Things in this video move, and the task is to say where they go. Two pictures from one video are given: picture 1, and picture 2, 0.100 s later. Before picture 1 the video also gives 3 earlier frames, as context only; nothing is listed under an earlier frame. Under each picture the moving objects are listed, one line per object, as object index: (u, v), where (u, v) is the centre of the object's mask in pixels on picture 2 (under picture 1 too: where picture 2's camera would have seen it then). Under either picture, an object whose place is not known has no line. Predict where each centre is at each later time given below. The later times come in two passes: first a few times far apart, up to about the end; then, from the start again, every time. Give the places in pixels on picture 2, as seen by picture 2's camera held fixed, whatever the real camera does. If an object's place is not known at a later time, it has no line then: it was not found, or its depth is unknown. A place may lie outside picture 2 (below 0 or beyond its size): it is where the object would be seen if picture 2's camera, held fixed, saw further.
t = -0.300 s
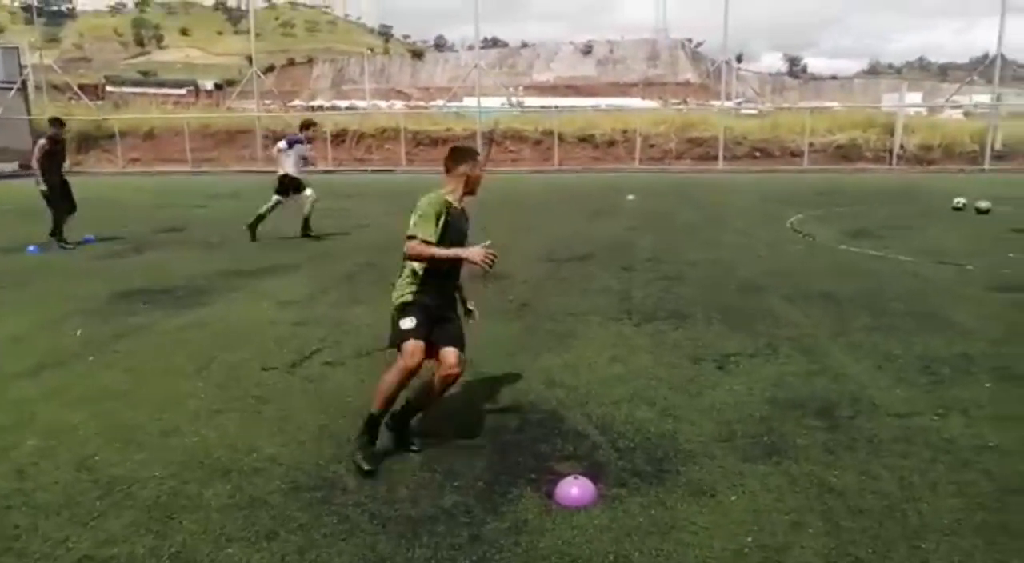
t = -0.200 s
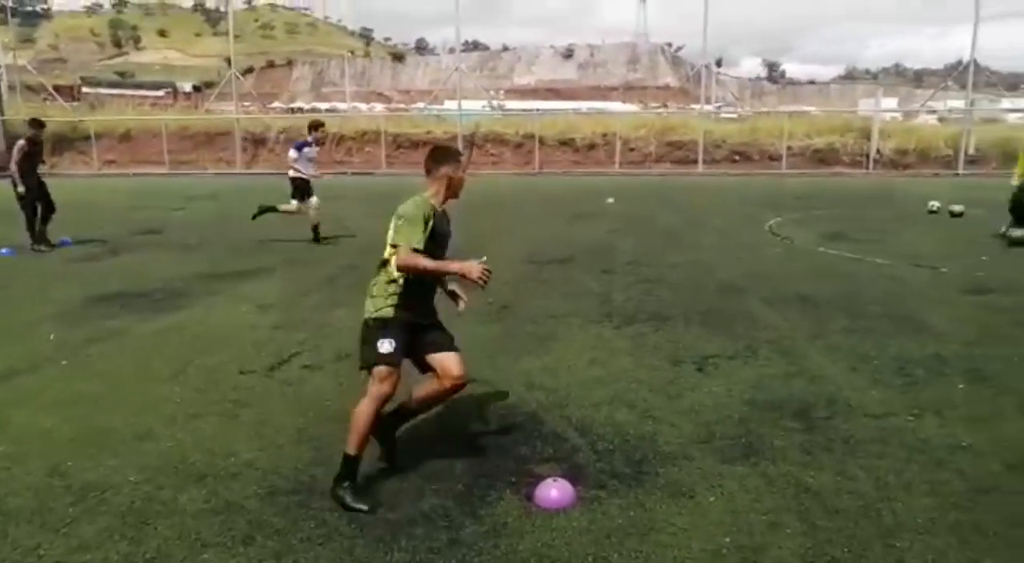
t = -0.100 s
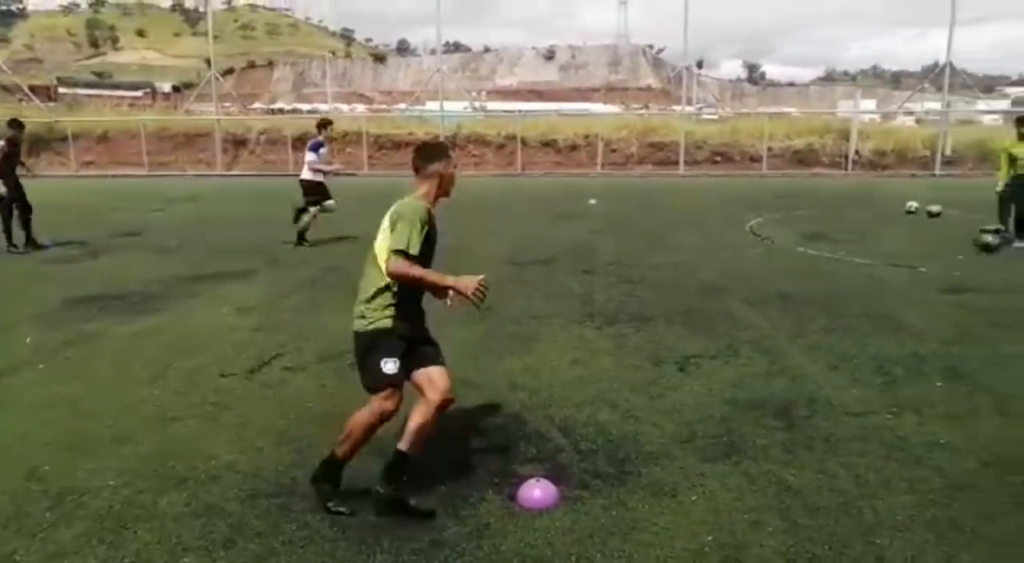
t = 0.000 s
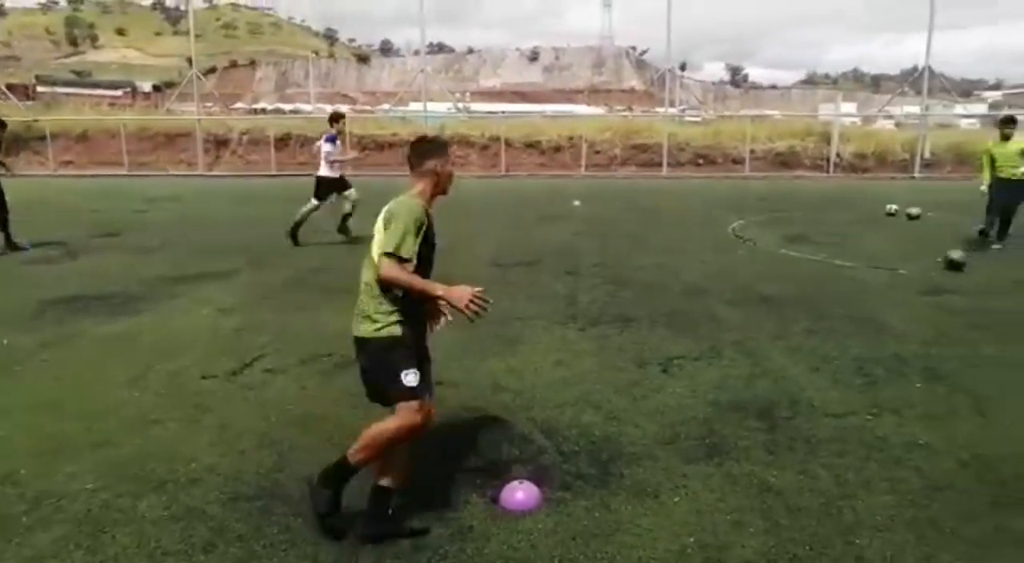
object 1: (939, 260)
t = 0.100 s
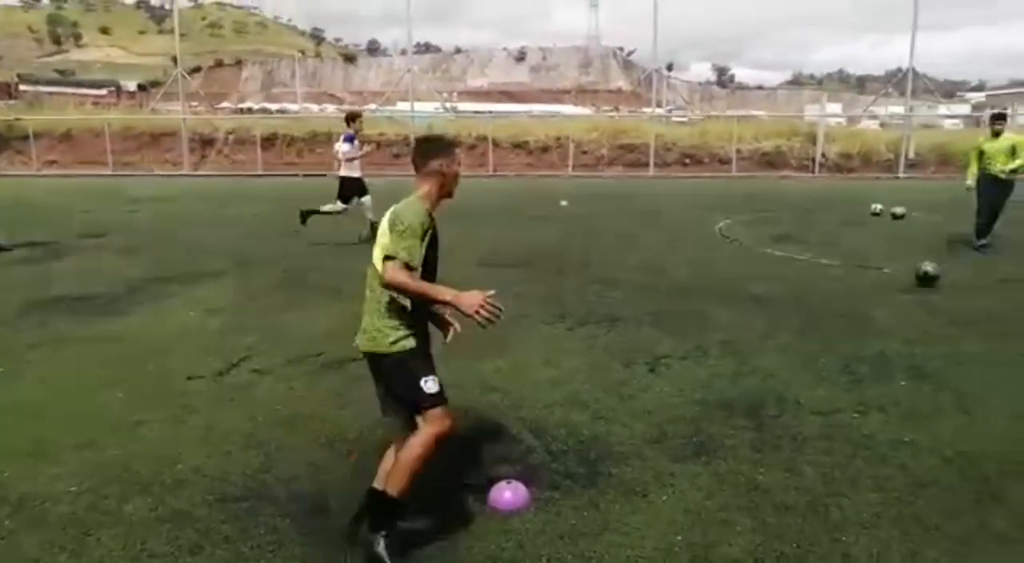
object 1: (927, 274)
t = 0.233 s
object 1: (908, 294)
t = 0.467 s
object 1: (863, 361)
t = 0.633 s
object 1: (814, 435)
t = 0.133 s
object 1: (922, 281)
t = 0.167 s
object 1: (916, 288)
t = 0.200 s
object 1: (912, 290)
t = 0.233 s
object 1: (908, 294)
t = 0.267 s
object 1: (904, 300)
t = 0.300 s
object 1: (897, 308)
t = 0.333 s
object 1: (891, 318)
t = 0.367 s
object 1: (884, 334)
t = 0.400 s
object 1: (876, 346)
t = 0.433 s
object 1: (870, 352)
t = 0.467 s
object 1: (863, 361)
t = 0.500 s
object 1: (855, 373)
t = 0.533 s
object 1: (846, 387)
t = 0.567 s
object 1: (834, 405)
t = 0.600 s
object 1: (826, 421)
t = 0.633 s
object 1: (814, 435)
